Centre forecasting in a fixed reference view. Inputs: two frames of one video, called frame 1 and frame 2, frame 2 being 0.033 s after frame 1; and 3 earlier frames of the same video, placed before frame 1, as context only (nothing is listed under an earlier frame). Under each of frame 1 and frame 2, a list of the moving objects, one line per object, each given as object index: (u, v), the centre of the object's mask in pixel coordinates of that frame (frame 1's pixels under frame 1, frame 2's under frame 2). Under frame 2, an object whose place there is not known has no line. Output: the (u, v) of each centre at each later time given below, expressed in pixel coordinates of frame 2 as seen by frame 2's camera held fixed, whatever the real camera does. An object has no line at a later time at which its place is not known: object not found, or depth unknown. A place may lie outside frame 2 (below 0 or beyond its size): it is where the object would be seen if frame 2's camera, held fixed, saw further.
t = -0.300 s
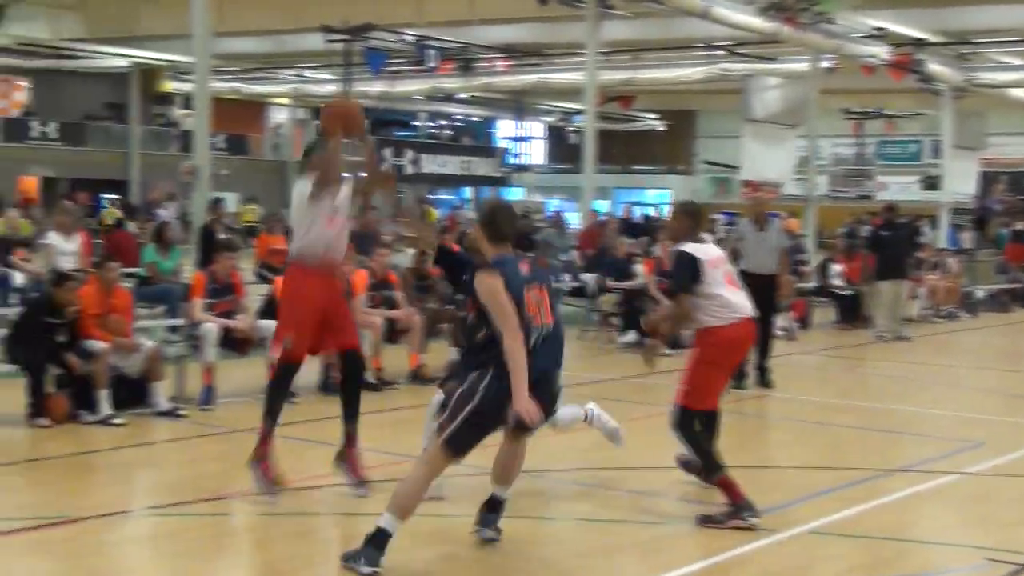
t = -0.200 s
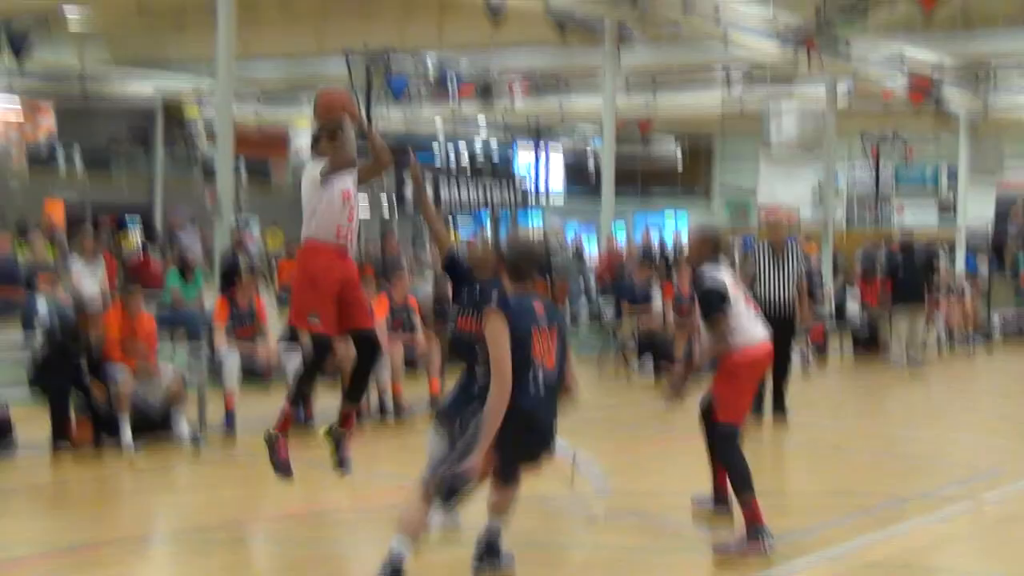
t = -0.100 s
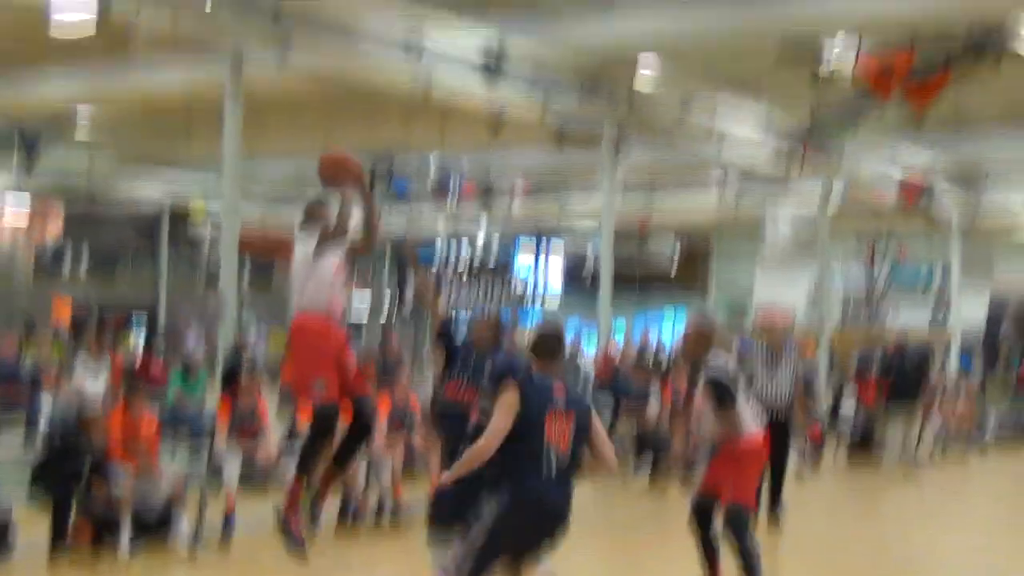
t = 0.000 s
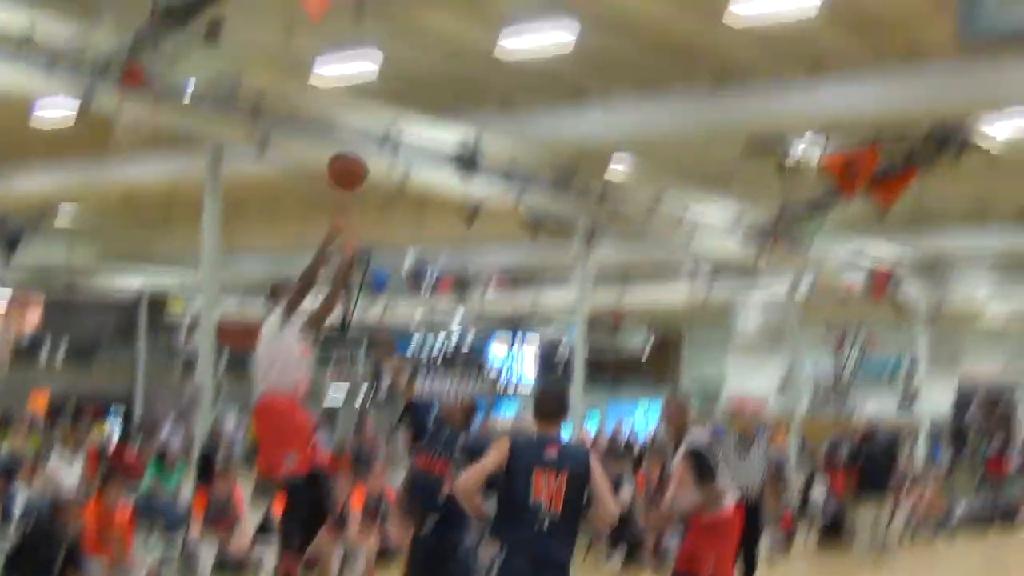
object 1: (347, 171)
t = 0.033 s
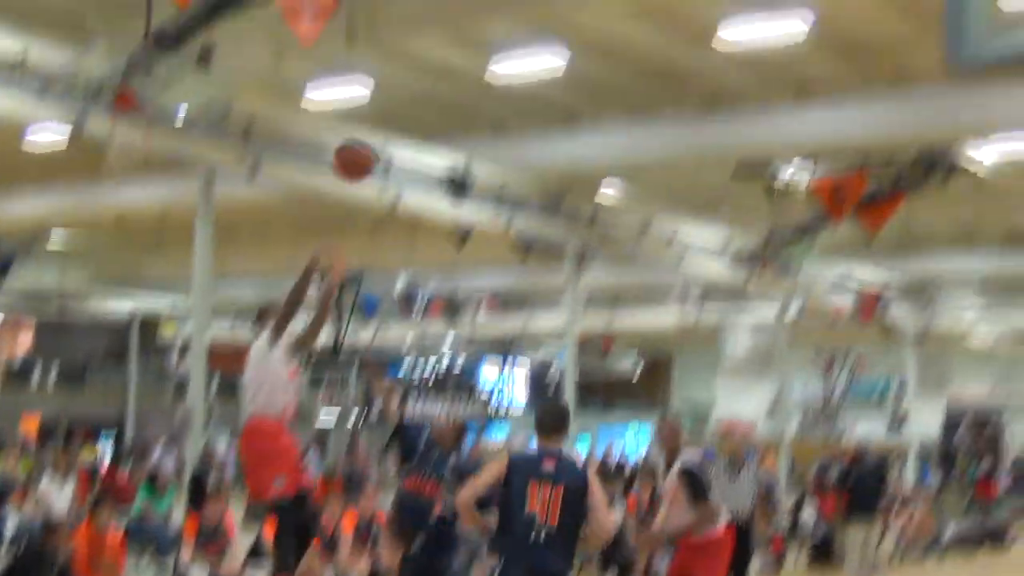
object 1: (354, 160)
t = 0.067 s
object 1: (368, 128)
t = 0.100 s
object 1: (388, 93)
